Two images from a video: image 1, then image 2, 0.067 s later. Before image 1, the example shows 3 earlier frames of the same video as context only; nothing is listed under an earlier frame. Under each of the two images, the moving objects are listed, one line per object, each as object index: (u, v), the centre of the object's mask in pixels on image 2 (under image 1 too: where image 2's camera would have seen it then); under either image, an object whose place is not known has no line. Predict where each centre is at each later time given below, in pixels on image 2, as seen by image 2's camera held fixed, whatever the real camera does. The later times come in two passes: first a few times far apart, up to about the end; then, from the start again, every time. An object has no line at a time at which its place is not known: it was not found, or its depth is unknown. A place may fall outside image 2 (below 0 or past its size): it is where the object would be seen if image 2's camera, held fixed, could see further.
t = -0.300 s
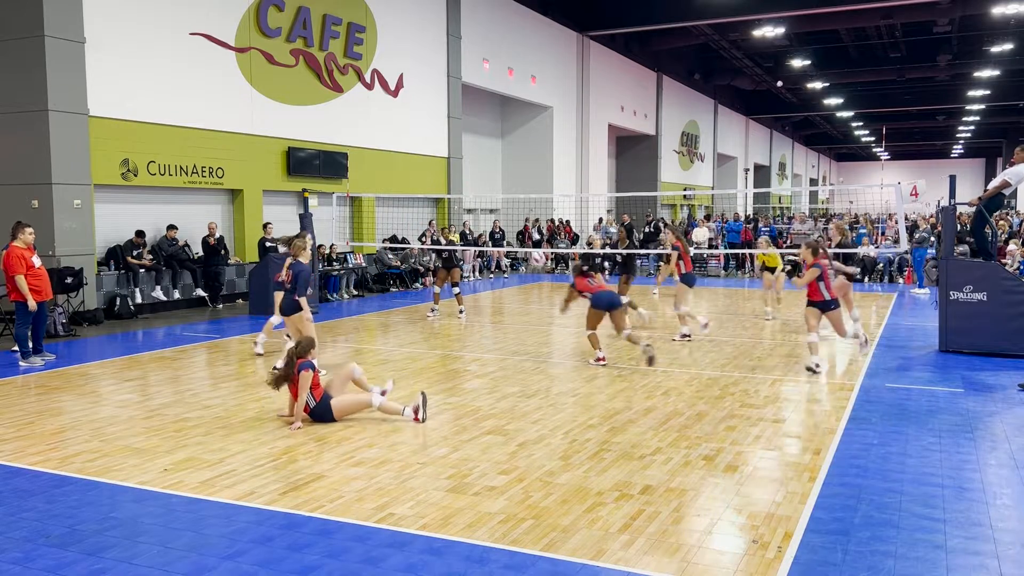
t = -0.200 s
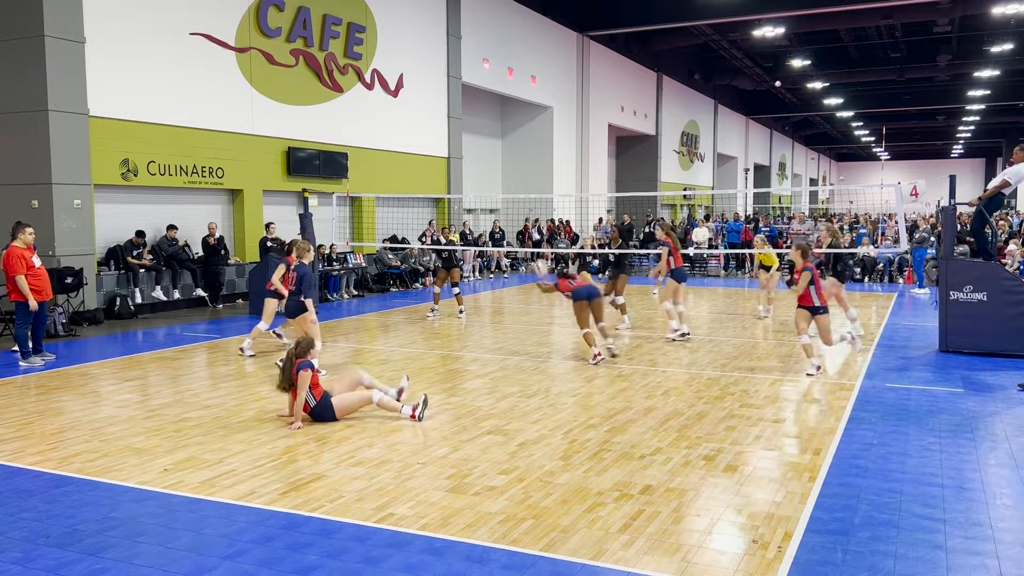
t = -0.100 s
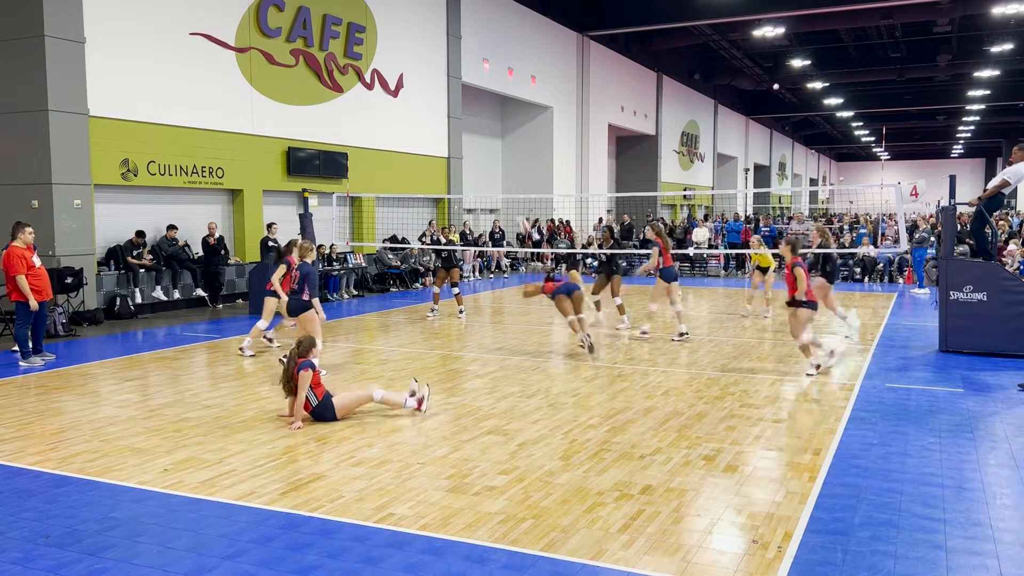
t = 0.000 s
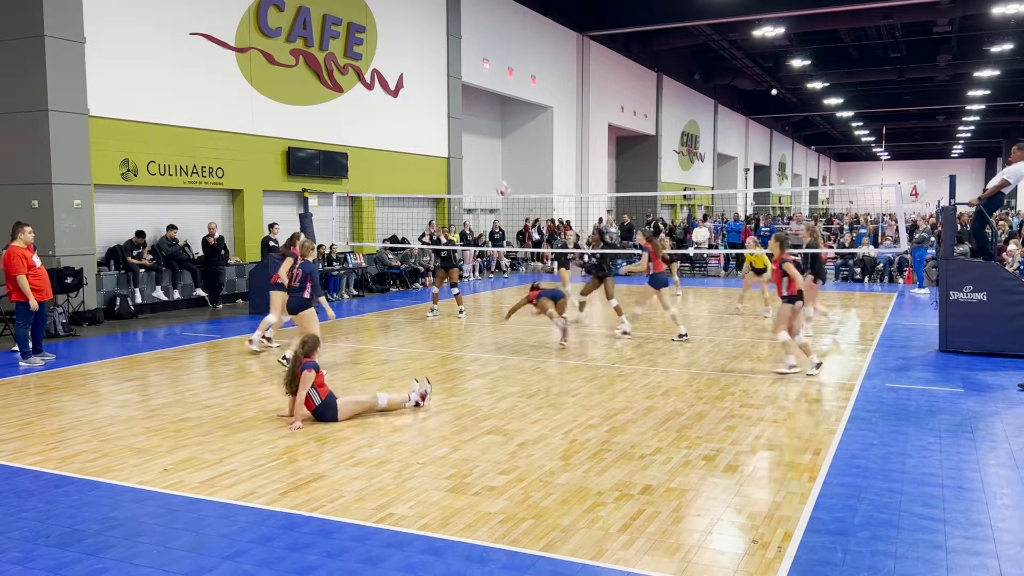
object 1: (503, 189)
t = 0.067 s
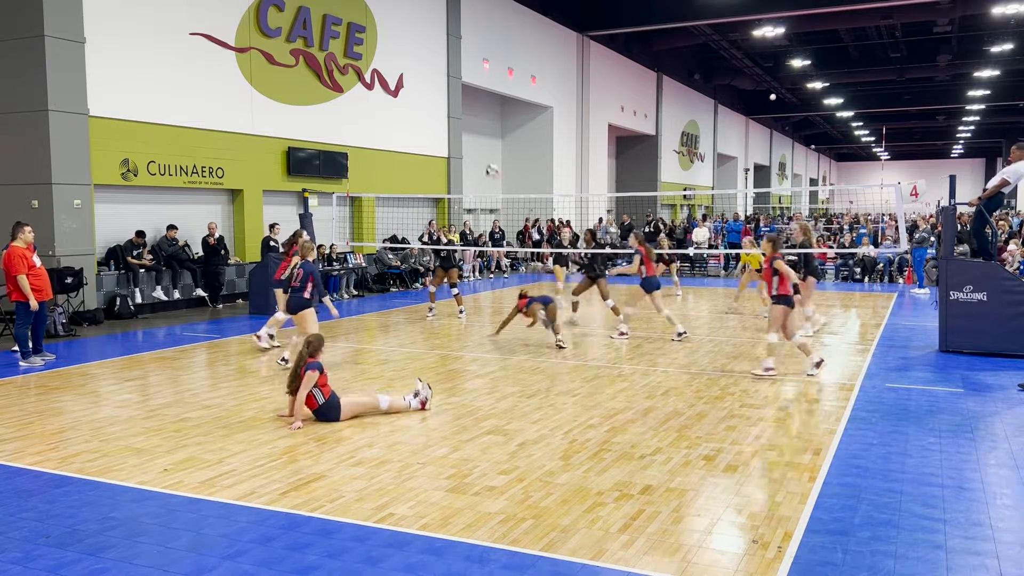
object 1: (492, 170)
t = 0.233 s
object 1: (464, 135)
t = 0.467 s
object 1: (426, 121)
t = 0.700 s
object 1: (393, 141)
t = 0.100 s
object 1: (486, 161)
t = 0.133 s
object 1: (480, 155)
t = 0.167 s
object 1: (475, 147)
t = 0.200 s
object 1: (469, 140)
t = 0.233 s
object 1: (464, 135)
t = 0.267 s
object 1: (458, 131)
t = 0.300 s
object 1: (454, 127)
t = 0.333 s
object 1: (448, 124)
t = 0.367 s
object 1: (442, 123)
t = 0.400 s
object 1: (436, 122)
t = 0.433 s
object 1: (432, 121)
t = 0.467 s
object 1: (426, 121)
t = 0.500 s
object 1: (421, 122)
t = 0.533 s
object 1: (417, 124)
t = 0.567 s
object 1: (412, 126)
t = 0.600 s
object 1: (407, 128)
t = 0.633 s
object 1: (402, 132)
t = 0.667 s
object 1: (398, 136)
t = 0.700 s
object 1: (393, 141)
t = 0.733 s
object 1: (388, 147)
